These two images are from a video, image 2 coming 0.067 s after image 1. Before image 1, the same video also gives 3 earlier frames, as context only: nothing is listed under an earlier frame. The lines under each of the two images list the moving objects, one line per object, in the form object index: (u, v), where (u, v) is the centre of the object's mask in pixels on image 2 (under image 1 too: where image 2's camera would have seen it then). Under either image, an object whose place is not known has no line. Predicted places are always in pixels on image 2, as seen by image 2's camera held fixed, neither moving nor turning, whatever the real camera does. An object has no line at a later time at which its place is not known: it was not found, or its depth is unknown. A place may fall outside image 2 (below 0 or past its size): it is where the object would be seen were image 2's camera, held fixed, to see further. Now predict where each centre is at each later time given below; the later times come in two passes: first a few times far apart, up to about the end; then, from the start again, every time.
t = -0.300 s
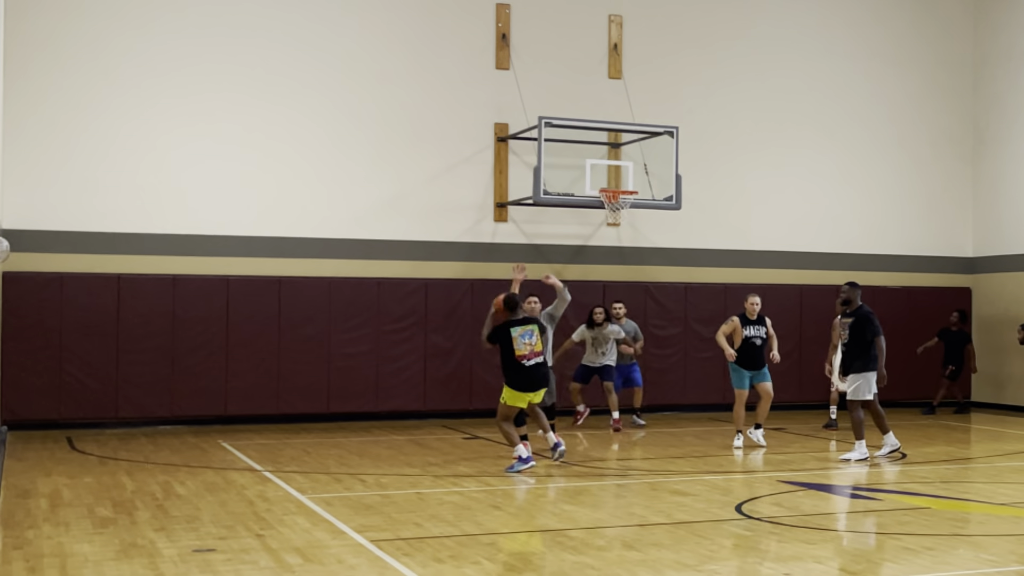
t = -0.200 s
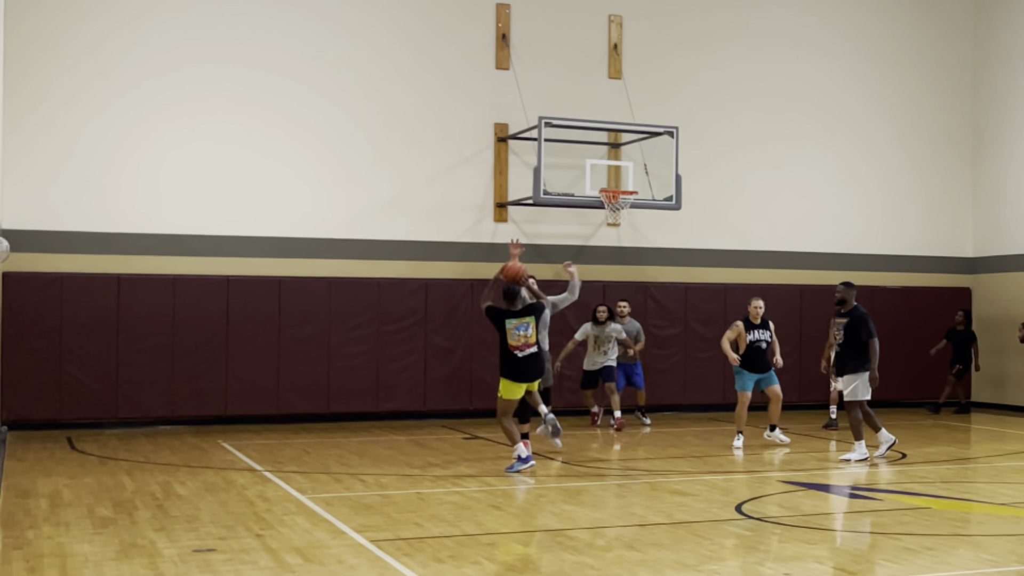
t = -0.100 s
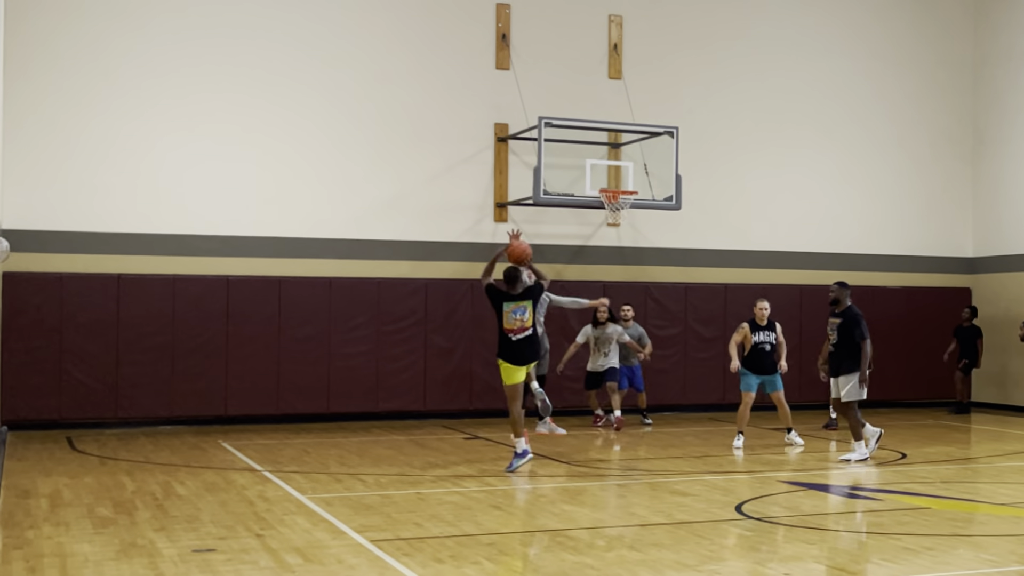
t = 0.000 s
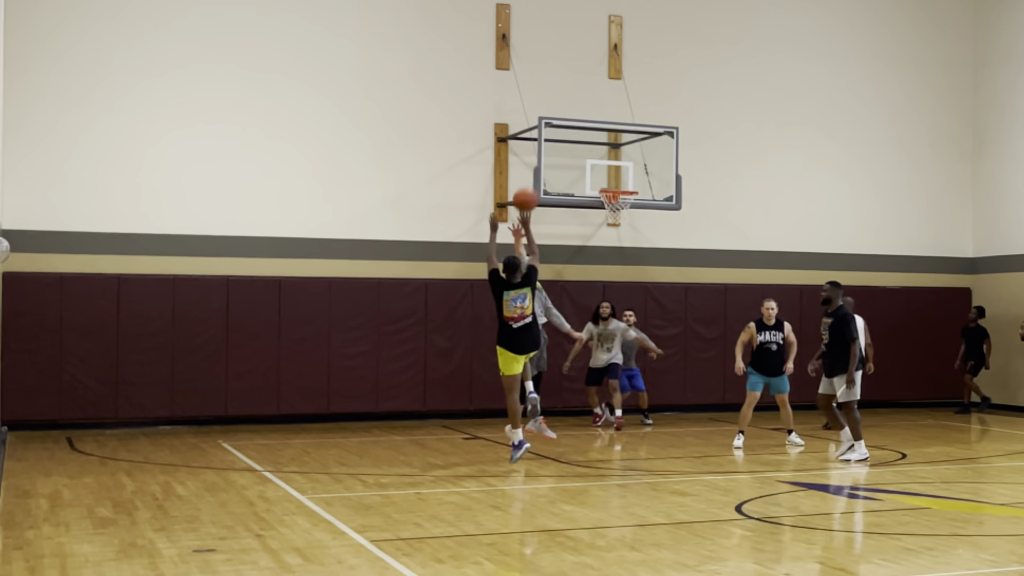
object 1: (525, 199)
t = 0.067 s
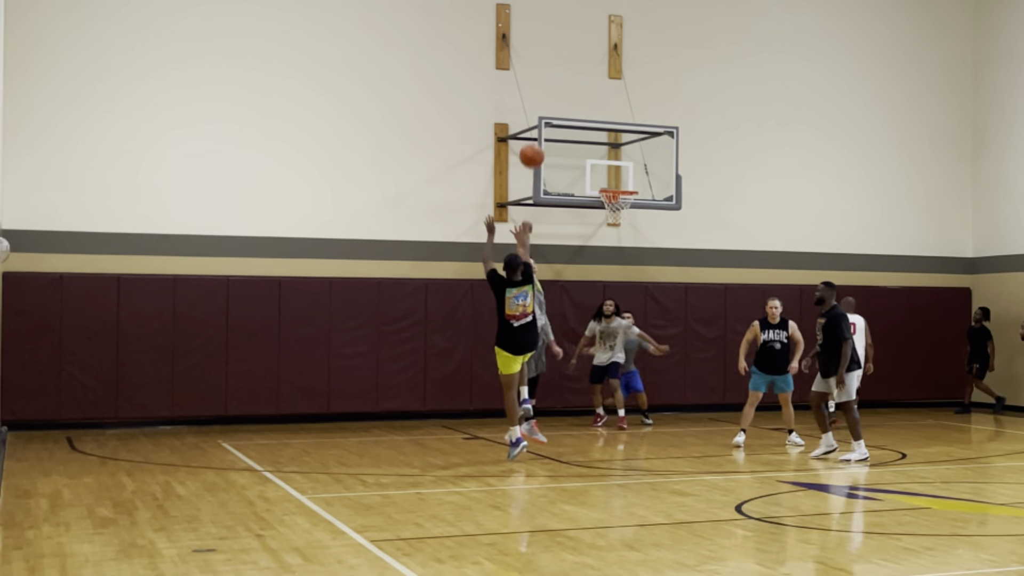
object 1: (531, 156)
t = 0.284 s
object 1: (551, 53)
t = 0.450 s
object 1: (564, 11)
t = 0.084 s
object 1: (533, 146)
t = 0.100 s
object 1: (534, 136)
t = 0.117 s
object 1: (536, 127)
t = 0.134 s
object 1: (538, 118)
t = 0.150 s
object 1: (539, 110)
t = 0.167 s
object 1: (541, 102)
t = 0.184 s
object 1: (542, 94)
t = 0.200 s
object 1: (544, 86)
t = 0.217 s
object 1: (545, 79)
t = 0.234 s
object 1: (547, 72)
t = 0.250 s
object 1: (548, 65)
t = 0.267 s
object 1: (549, 59)
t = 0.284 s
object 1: (551, 53)
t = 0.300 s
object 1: (552, 48)
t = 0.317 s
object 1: (554, 42)
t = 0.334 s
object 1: (555, 38)
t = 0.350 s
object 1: (556, 33)
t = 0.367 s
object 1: (558, 28)
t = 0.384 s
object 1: (559, 24)
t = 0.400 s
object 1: (560, 20)
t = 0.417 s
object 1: (561, 17)
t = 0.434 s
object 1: (563, 14)
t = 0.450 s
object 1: (564, 11)
